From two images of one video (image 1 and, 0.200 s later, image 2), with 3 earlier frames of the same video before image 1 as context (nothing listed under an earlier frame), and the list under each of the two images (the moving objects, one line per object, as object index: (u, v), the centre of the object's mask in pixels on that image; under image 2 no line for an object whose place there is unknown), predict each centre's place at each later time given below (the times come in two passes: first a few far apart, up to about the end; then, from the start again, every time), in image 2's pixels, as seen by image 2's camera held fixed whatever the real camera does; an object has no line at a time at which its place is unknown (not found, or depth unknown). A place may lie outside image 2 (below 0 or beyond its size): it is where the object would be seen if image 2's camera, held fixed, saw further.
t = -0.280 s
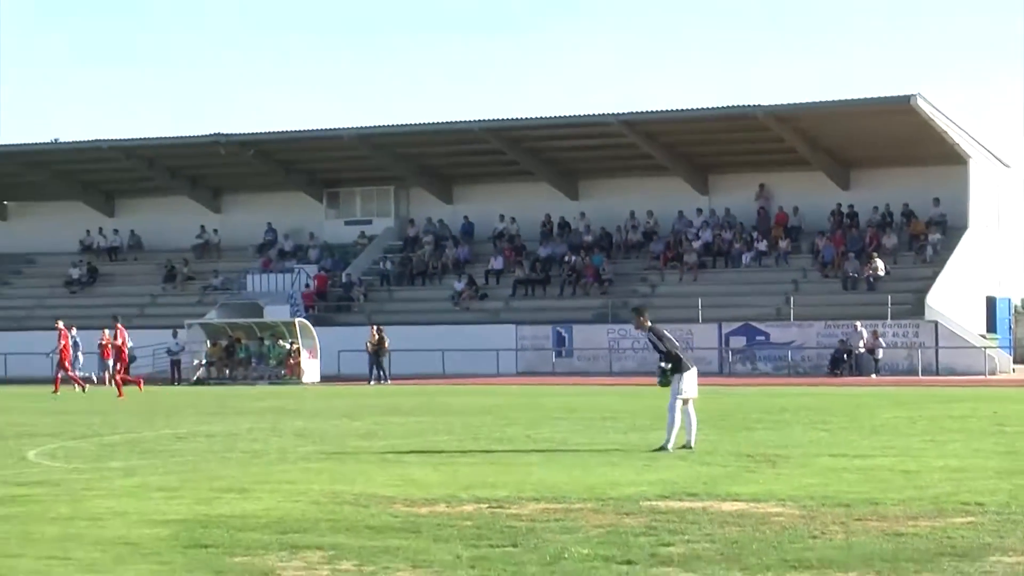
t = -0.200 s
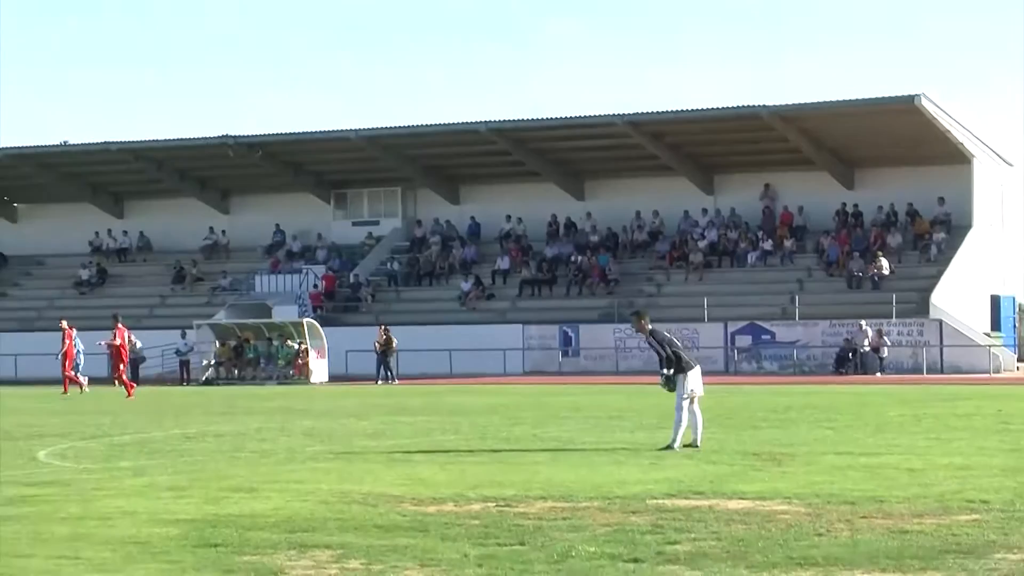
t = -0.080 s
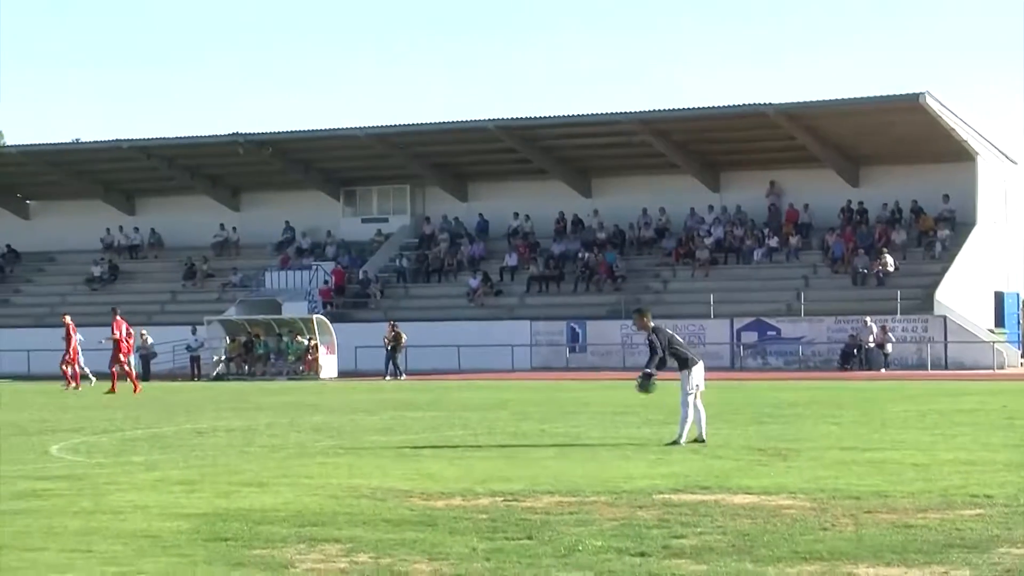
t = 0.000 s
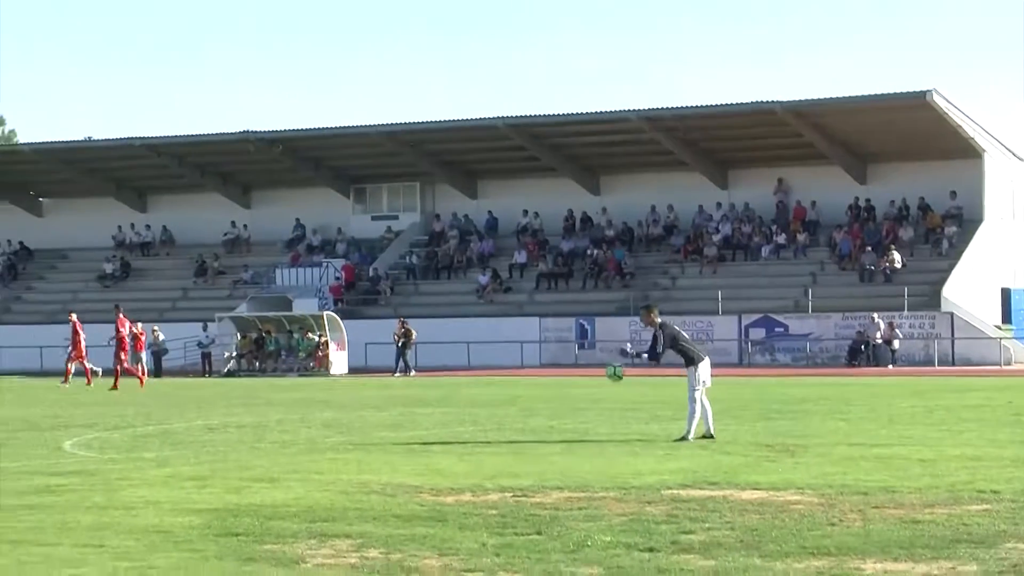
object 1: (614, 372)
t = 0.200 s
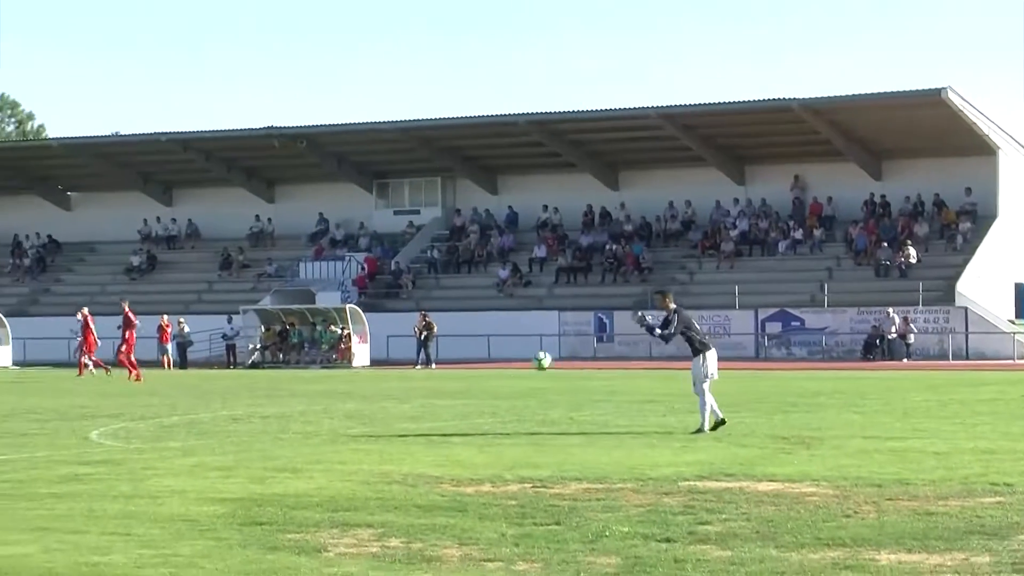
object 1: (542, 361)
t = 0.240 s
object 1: (526, 363)
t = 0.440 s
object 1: (441, 395)
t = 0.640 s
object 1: (368, 420)
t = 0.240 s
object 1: (526, 363)
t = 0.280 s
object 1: (510, 367)
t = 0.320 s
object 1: (493, 372)
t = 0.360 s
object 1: (476, 379)
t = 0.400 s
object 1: (459, 387)
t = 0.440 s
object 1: (441, 395)
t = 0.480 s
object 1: (424, 405)
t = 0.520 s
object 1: (406, 418)
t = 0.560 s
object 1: (390, 429)
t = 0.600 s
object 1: (379, 425)
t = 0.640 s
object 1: (368, 420)
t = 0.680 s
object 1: (359, 414)
